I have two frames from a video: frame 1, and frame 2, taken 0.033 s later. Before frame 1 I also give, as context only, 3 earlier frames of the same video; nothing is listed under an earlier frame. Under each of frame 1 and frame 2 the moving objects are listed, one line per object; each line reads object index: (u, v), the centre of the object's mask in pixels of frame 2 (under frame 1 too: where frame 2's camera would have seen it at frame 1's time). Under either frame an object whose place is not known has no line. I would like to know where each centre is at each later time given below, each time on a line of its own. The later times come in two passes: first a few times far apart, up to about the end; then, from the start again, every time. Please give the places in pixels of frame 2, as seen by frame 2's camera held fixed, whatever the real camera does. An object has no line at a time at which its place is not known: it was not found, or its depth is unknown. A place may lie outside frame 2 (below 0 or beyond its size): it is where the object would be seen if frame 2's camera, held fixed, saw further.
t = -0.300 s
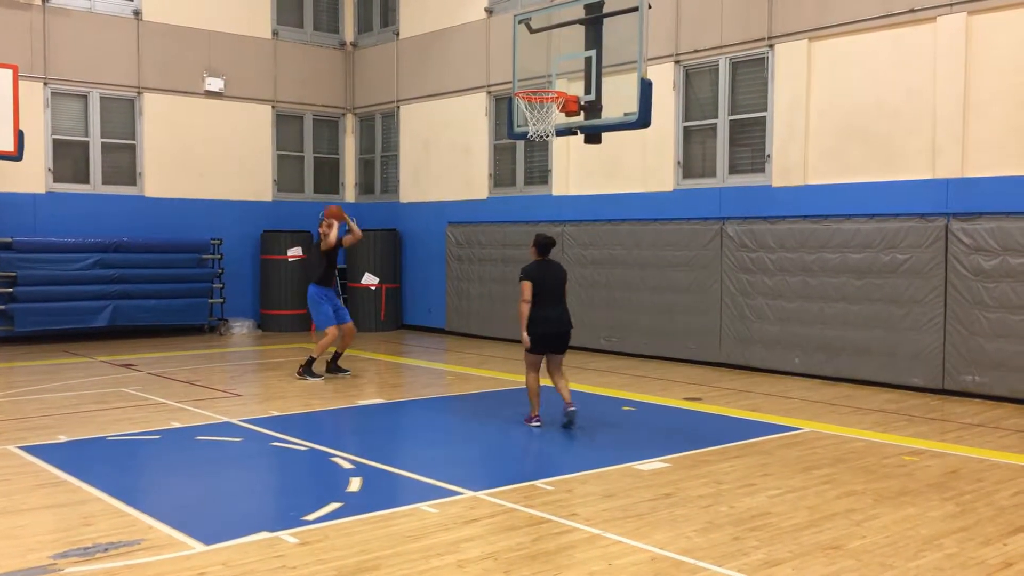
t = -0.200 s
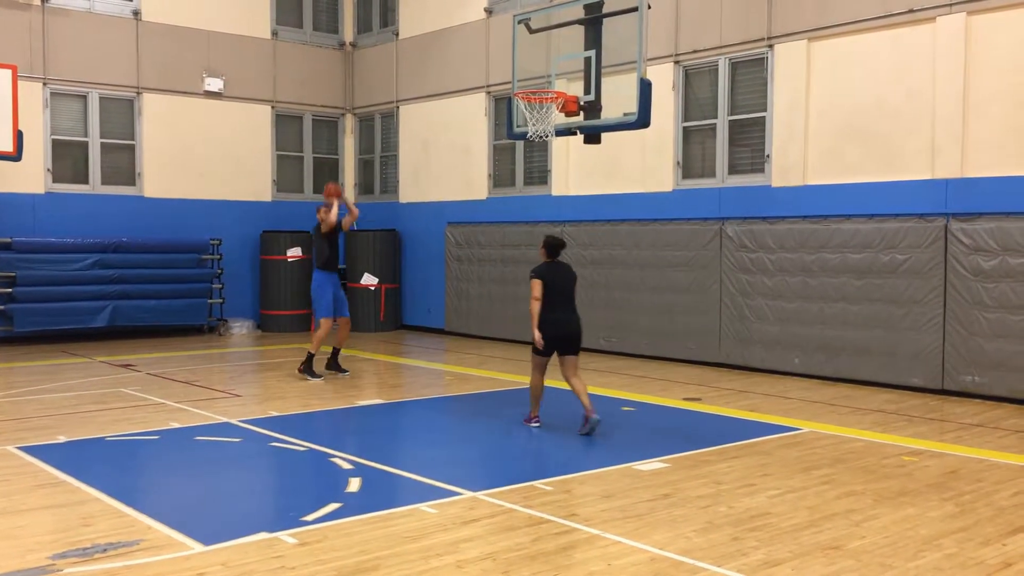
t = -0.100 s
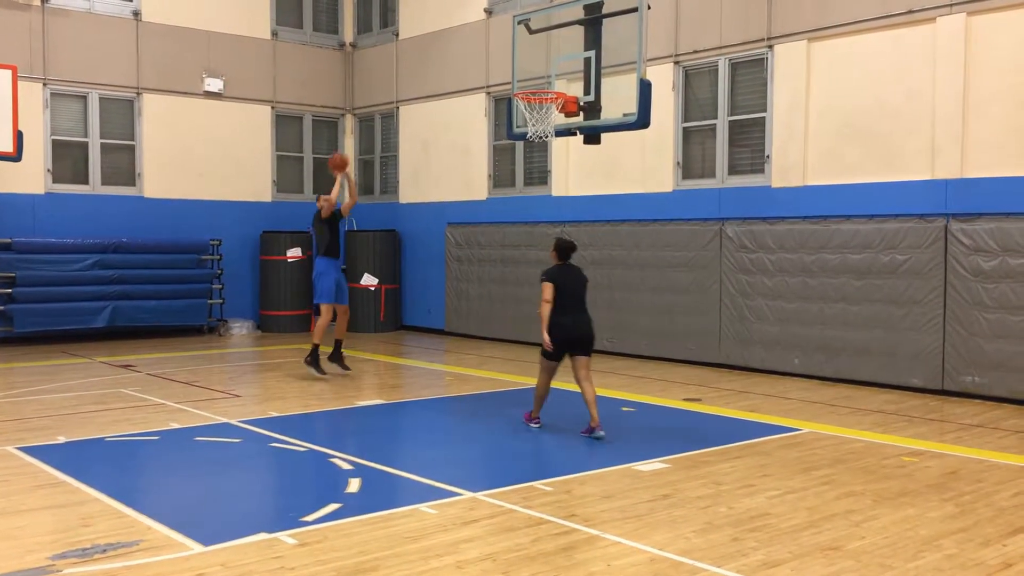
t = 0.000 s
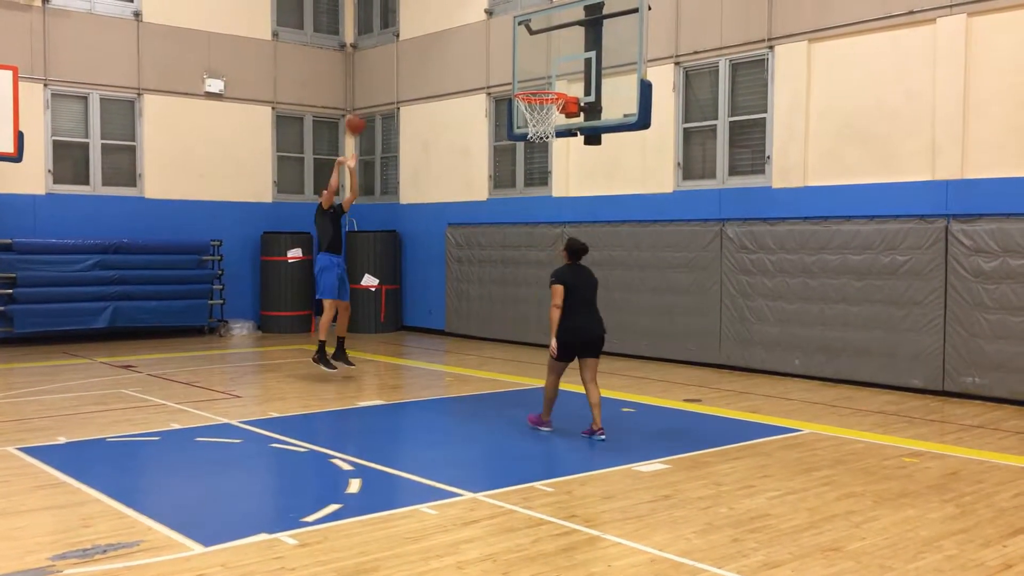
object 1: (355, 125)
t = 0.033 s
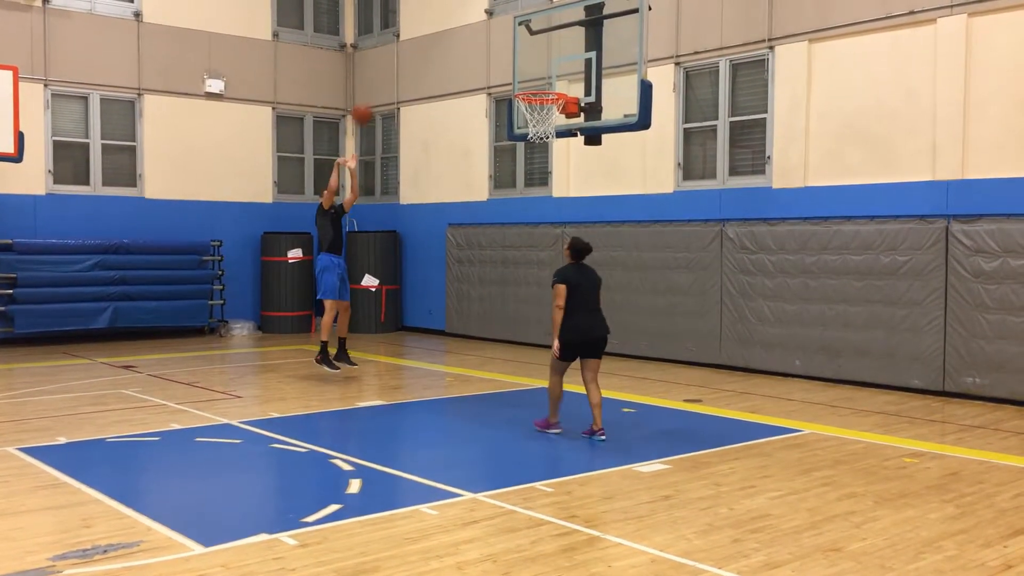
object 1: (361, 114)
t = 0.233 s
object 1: (403, 61)
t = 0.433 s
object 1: (448, 40)
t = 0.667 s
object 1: (506, 64)
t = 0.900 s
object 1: (547, 113)
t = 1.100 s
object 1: (536, 168)
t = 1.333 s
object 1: (528, 270)
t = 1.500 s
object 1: (519, 369)
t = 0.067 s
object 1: (369, 103)
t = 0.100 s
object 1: (375, 93)
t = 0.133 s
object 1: (382, 84)
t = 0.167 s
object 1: (388, 76)
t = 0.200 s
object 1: (396, 68)
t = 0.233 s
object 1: (403, 61)
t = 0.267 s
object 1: (410, 55)
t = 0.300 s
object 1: (418, 50)
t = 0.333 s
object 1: (425, 46)
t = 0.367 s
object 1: (433, 43)
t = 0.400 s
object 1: (440, 41)
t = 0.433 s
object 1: (448, 40)
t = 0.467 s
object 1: (456, 40)
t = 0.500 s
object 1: (464, 41)
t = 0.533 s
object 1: (472, 43)
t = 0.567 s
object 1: (481, 47)
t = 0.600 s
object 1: (489, 51)
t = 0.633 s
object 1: (497, 57)
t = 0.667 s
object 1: (506, 64)
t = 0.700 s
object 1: (515, 72)
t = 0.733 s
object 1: (525, 81)
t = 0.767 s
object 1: (533, 85)
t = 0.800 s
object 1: (544, 87)
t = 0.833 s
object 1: (547, 103)
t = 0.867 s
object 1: (547, 107)
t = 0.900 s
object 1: (547, 113)
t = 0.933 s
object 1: (543, 124)
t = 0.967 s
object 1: (542, 133)
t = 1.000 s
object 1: (540, 143)
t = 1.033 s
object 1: (539, 148)
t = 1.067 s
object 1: (538, 156)
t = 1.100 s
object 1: (536, 168)
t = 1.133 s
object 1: (535, 179)
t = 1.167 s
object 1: (533, 192)
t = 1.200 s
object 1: (532, 207)
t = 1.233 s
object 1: (530, 221)
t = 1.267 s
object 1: (530, 236)
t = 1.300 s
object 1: (529, 252)
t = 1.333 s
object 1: (528, 270)
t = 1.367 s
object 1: (526, 289)
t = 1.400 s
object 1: (524, 308)
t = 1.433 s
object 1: (522, 327)
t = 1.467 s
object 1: (521, 351)
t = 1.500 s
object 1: (519, 369)
